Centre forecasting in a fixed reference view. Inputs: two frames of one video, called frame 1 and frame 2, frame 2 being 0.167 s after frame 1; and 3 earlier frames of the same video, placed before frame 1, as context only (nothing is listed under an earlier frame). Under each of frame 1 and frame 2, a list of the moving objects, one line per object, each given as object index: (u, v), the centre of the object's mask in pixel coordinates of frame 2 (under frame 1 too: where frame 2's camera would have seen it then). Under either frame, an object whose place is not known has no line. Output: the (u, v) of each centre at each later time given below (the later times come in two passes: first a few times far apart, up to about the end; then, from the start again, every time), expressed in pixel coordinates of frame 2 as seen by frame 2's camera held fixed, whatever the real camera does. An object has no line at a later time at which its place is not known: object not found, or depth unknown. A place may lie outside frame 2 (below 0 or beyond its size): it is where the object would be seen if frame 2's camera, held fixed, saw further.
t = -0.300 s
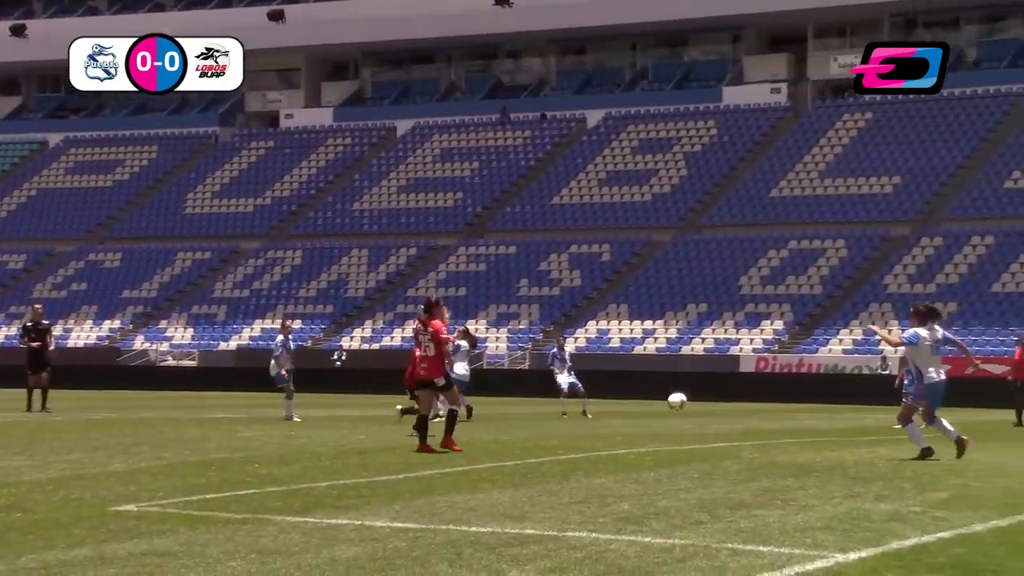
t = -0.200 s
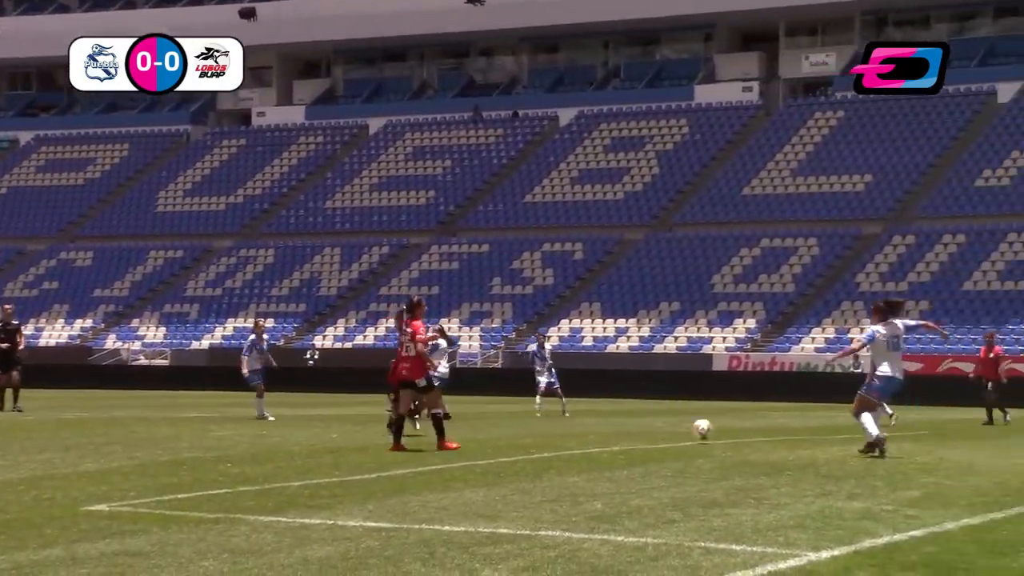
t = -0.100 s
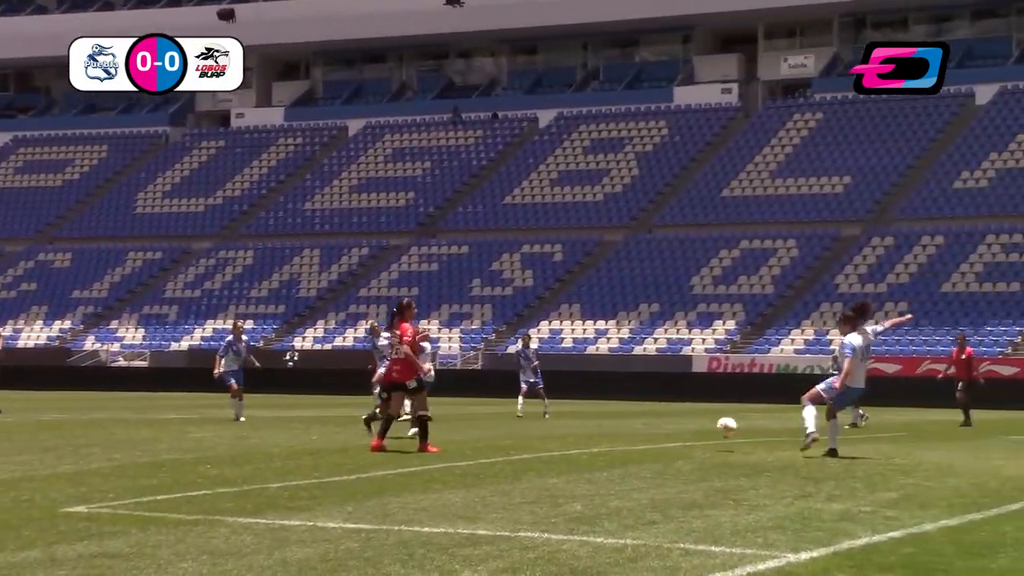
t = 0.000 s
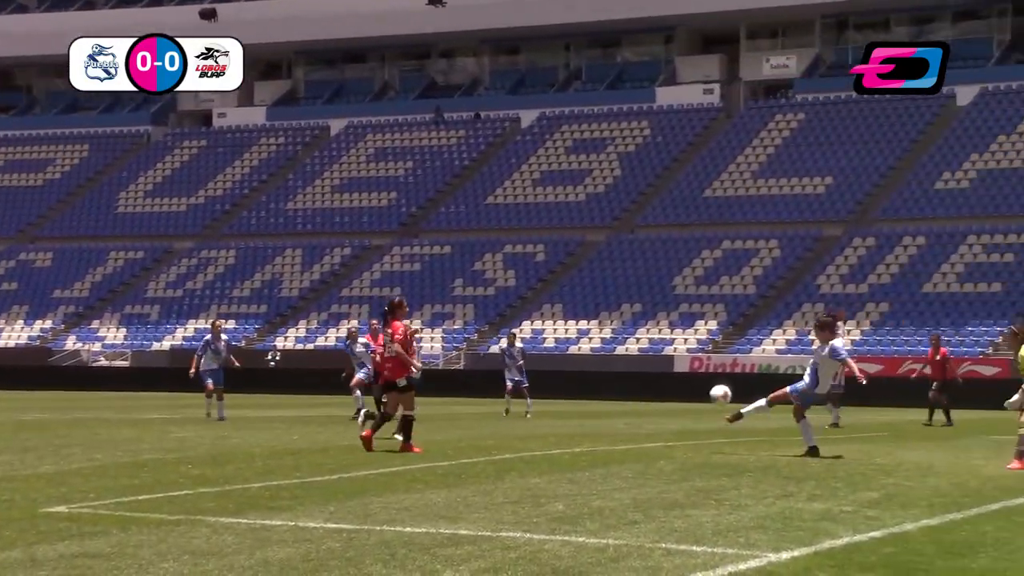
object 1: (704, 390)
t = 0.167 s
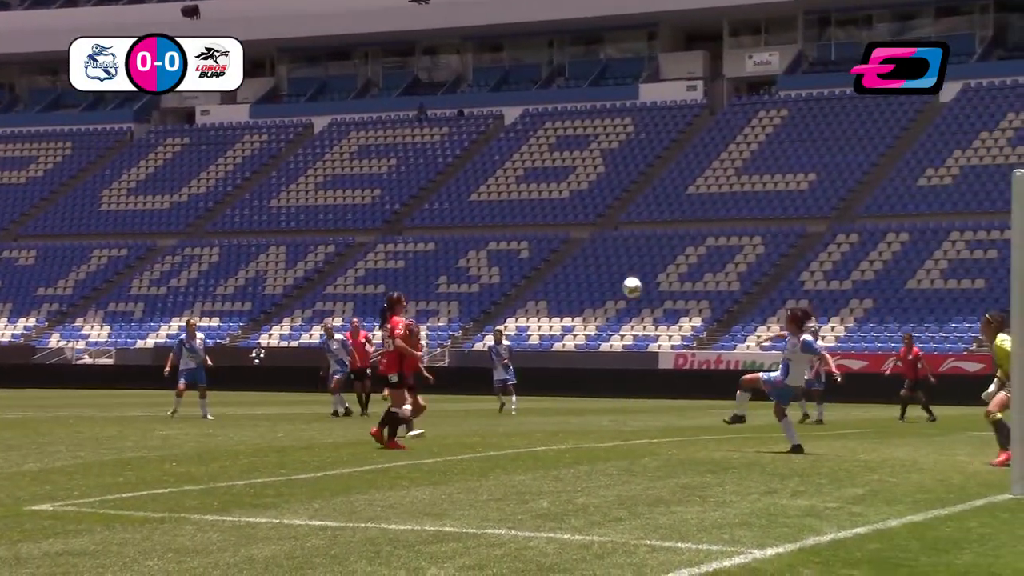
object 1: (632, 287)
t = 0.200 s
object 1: (618, 271)
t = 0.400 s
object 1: (549, 198)
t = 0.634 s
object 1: (485, 164)
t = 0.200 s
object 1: (618, 271)
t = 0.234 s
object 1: (606, 255)
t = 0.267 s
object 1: (594, 242)
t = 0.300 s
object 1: (582, 229)
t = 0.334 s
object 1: (570, 218)
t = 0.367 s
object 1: (560, 207)
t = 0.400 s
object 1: (549, 198)
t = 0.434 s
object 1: (538, 190)
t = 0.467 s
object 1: (529, 183)
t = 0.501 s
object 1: (520, 179)
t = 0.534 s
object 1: (509, 173)
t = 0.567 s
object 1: (501, 167)
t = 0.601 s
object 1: (492, 166)
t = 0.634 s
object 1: (485, 164)
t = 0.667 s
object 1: (479, 162)
